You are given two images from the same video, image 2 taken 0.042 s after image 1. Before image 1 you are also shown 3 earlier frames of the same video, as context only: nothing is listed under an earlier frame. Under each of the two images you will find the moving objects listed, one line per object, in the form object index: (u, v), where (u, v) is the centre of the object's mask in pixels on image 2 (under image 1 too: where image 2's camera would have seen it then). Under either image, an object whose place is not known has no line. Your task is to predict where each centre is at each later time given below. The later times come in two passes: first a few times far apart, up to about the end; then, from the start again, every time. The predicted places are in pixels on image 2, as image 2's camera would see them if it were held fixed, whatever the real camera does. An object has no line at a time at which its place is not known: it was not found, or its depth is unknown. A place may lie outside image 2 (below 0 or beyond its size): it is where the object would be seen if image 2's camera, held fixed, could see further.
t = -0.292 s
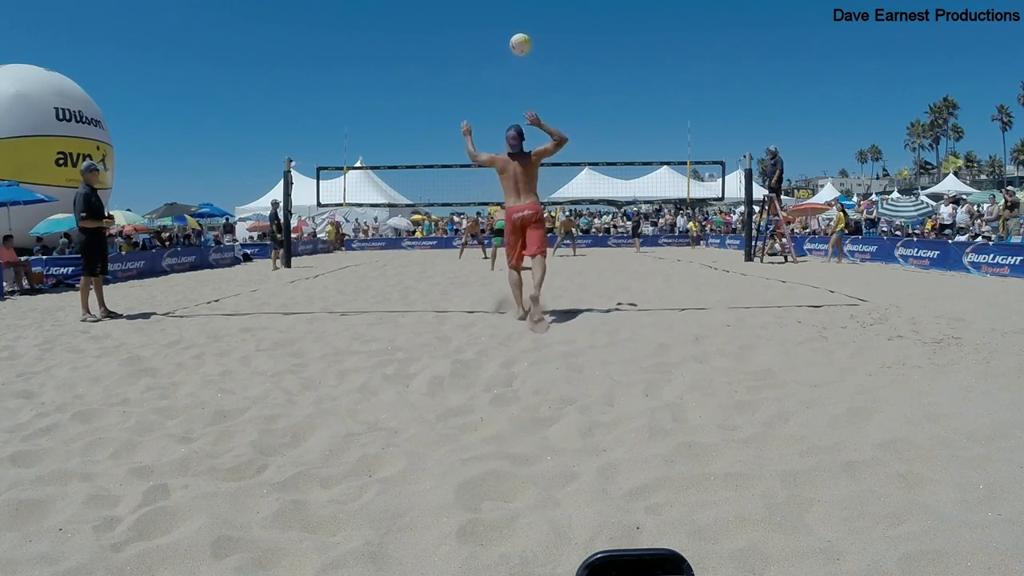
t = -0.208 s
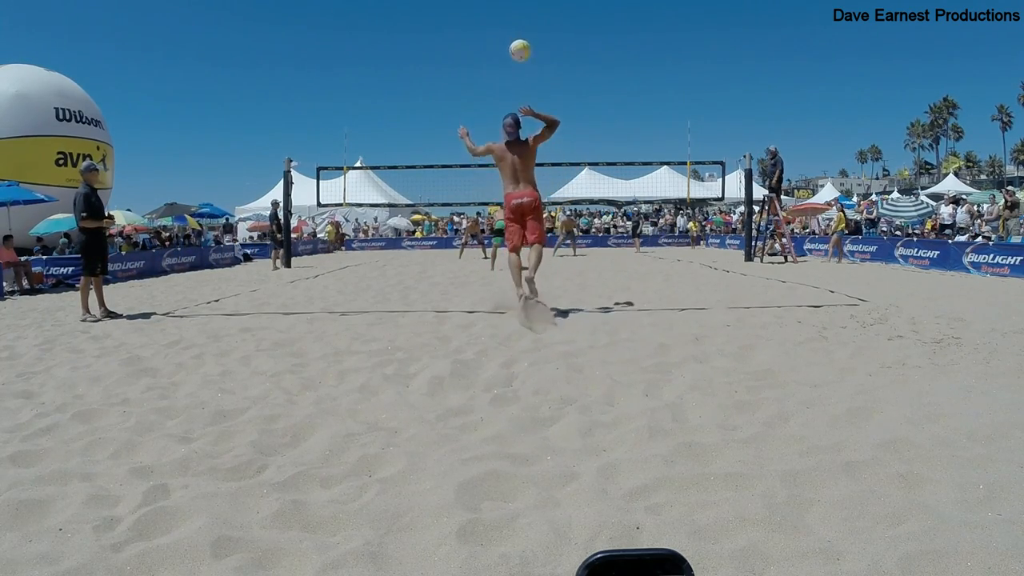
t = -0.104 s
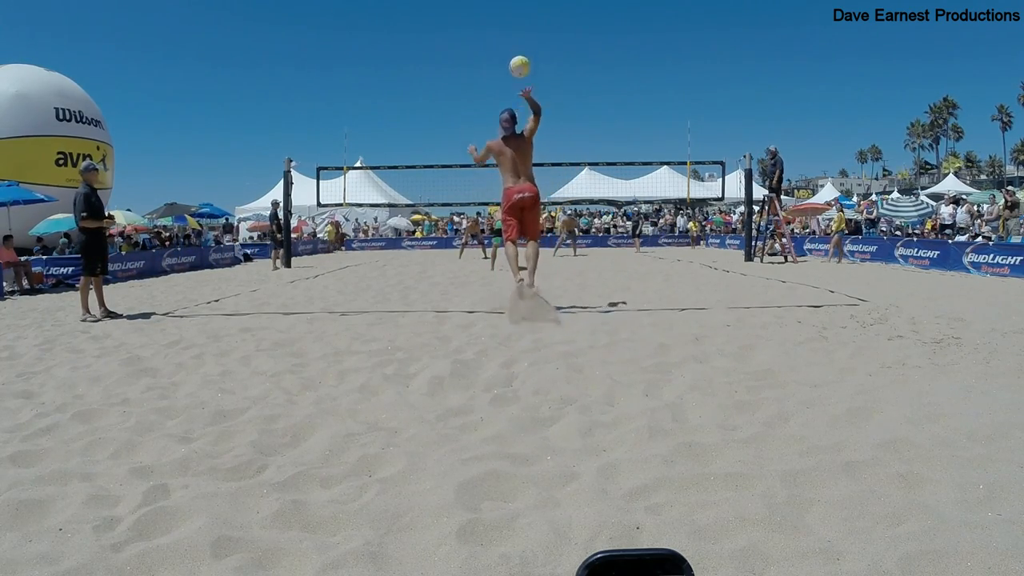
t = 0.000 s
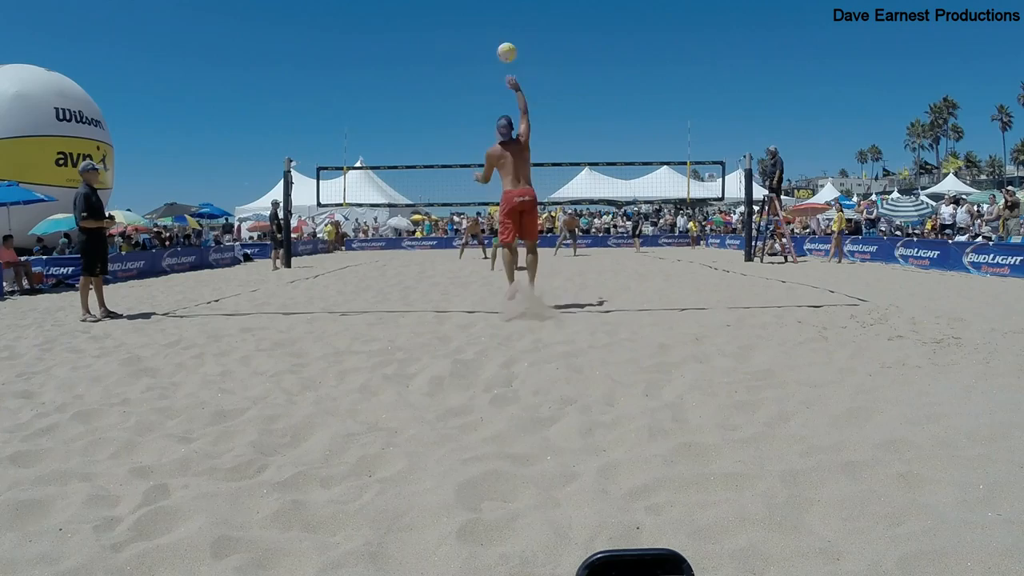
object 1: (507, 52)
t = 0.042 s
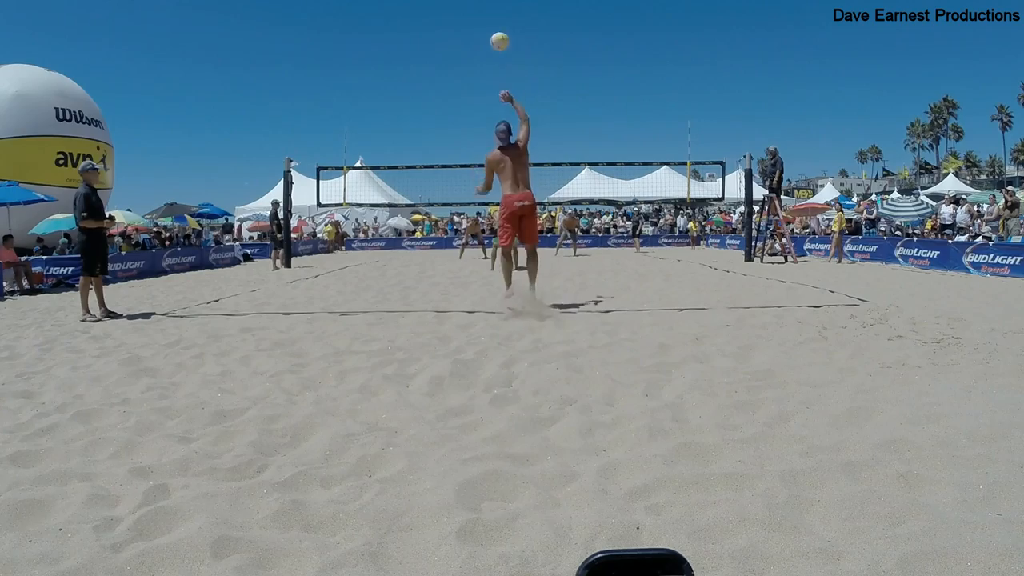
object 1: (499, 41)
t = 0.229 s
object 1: (475, 17)
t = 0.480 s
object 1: (460, 25)
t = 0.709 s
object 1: (454, 53)
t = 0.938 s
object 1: (452, 97)
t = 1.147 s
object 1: (453, 148)
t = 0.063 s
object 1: (496, 37)
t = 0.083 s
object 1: (493, 33)
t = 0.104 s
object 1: (490, 29)
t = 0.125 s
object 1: (487, 26)
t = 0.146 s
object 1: (484, 24)
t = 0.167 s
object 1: (482, 21)
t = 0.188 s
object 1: (479, 19)
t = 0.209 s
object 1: (477, 18)
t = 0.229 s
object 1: (475, 17)
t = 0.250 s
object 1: (473, 16)
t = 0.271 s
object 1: (471, 15)
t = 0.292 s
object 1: (470, 15)
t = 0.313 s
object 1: (468, 15)
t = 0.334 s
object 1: (467, 16)
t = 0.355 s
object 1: (466, 17)
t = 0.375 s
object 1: (465, 18)
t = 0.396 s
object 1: (464, 19)
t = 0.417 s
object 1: (463, 20)
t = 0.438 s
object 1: (462, 22)
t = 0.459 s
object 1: (461, 23)
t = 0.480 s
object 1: (460, 25)
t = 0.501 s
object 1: (459, 27)
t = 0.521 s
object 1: (459, 29)
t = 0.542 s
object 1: (458, 31)
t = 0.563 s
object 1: (457, 33)
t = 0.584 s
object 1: (457, 36)
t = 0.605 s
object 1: (456, 38)
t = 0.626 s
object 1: (456, 41)
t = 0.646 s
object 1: (455, 44)
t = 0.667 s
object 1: (455, 47)
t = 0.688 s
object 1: (454, 50)
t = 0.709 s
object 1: (454, 53)
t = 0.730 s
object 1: (453, 57)
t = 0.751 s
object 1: (453, 60)
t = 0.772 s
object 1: (453, 64)
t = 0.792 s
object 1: (453, 68)
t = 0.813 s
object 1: (452, 71)
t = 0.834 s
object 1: (452, 75)
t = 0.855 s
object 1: (452, 80)
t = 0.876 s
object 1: (452, 84)
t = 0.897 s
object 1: (452, 88)
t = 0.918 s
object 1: (452, 93)
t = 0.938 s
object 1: (452, 97)
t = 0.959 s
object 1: (452, 102)
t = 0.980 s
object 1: (452, 107)
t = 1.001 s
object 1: (452, 112)
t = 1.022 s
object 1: (452, 116)
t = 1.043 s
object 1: (452, 122)
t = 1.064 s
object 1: (452, 127)
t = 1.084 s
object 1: (453, 132)
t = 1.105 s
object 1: (453, 137)
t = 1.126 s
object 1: (453, 143)
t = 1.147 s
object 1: (453, 148)
